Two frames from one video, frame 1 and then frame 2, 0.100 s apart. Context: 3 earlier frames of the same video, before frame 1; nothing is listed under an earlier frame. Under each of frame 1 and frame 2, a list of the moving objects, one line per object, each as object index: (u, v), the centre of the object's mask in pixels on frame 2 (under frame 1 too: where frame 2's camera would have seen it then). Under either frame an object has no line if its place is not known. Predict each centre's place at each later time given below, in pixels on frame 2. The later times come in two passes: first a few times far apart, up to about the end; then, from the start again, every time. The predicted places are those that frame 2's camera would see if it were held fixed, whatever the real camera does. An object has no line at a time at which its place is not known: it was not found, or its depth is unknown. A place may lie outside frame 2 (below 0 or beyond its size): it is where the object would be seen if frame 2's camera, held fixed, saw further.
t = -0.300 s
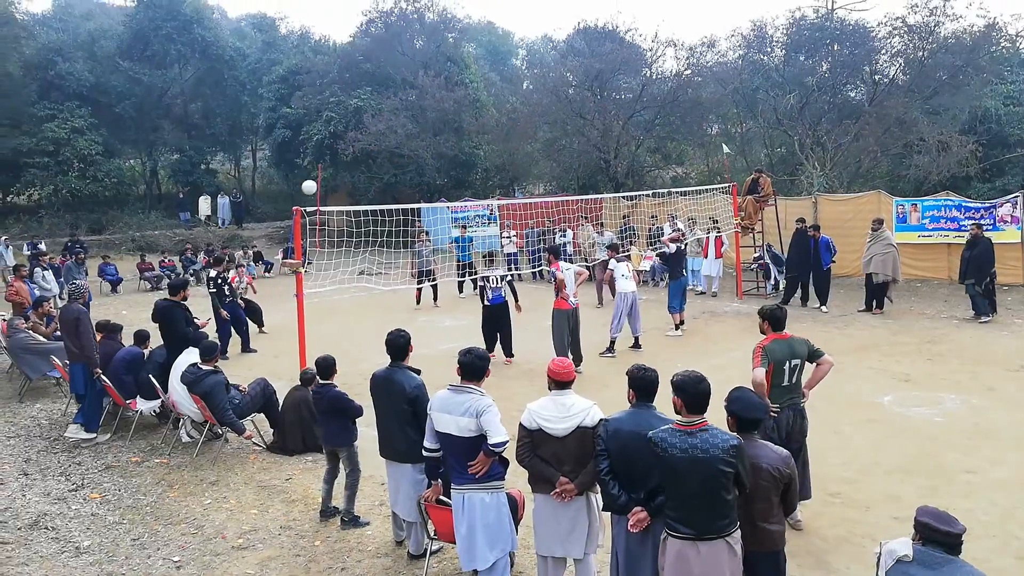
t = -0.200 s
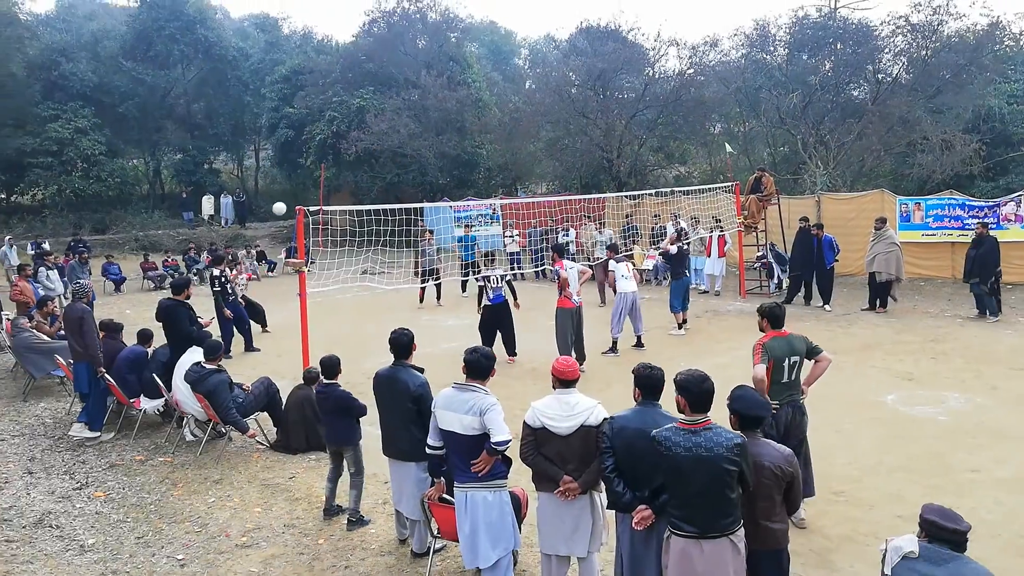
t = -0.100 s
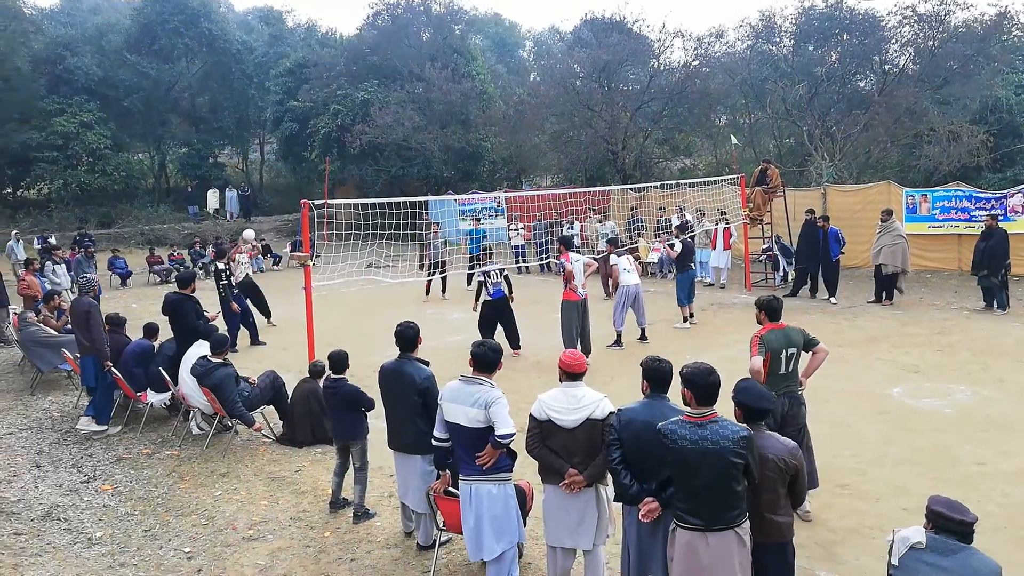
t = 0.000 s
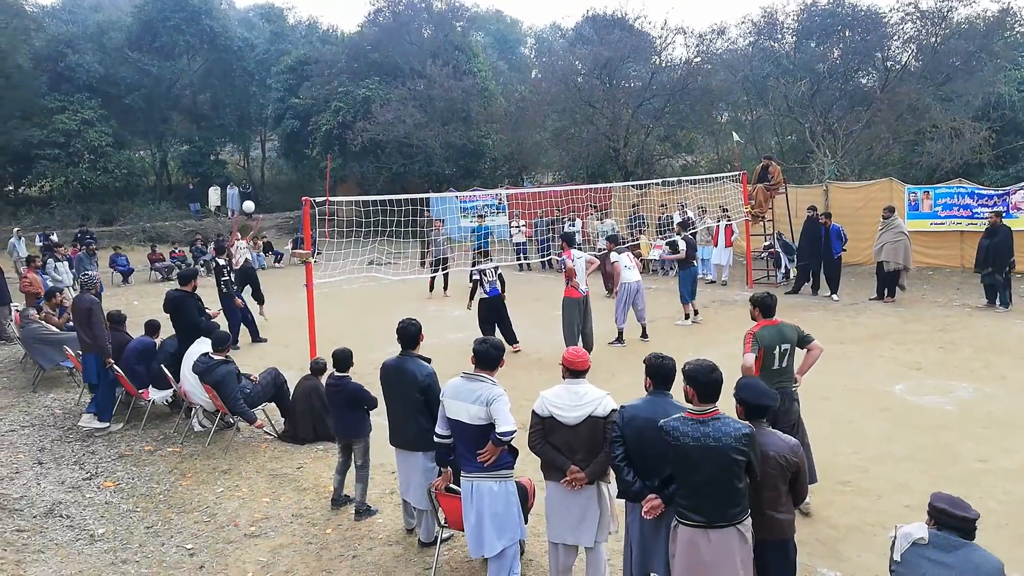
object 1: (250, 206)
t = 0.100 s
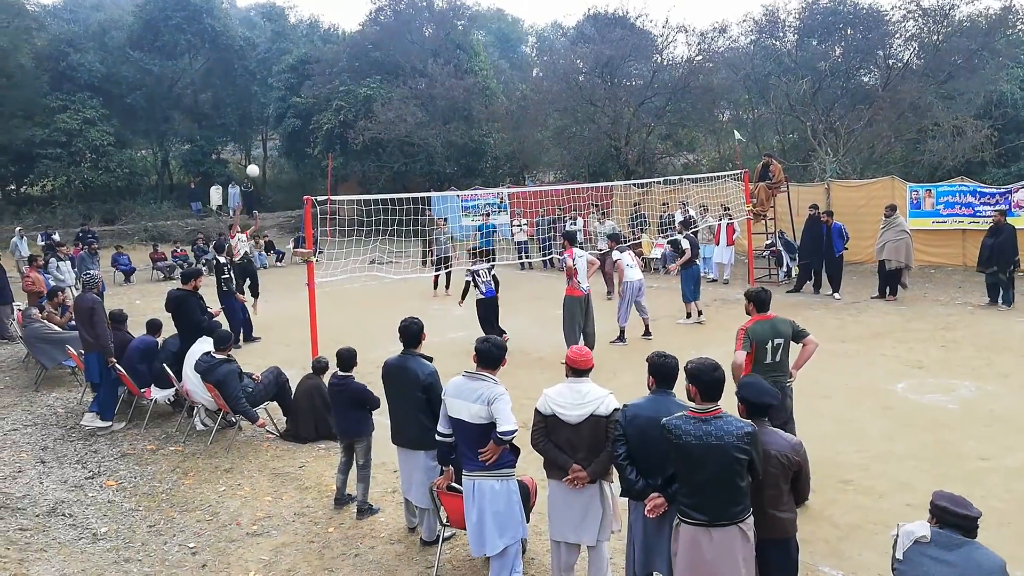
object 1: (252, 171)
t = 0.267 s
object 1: (259, 122)
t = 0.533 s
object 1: (273, 72)
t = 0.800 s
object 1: (293, 62)
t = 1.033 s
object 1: (316, 91)
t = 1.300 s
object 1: (350, 170)
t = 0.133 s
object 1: (254, 160)
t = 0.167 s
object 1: (255, 150)
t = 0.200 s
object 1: (256, 140)
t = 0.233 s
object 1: (257, 131)
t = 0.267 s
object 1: (259, 122)
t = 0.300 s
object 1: (261, 114)
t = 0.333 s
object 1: (262, 106)
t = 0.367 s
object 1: (264, 99)
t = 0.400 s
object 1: (266, 92)
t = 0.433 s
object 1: (267, 86)
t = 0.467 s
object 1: (269, 81)
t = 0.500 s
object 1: (271, 76)
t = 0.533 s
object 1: (273, 72)
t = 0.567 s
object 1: (275, 68)
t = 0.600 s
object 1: (277, 65)
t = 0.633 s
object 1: (280, 63)
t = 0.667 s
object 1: (282, 62)
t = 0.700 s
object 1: (285, 61)
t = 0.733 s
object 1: (287, 60)
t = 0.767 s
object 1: (290, 61)
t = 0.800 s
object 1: (293, 62)
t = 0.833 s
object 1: (296, 64)
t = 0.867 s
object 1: (299, 67)
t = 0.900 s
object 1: (302, 70)
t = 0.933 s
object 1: (306, 74)
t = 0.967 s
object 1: (309, 79)
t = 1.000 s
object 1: (313, 84)
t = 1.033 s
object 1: (316, 91)
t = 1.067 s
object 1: (320, 98)
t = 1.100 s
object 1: (324, 106)
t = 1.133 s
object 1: (328, 115)
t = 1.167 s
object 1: (332, 124)
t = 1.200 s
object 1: (336, 135)
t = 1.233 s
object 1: (341, 146)
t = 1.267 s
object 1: (345, 157)
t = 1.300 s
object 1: (350, 170)
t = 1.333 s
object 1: (355, 184)
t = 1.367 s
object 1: (359, 197)
